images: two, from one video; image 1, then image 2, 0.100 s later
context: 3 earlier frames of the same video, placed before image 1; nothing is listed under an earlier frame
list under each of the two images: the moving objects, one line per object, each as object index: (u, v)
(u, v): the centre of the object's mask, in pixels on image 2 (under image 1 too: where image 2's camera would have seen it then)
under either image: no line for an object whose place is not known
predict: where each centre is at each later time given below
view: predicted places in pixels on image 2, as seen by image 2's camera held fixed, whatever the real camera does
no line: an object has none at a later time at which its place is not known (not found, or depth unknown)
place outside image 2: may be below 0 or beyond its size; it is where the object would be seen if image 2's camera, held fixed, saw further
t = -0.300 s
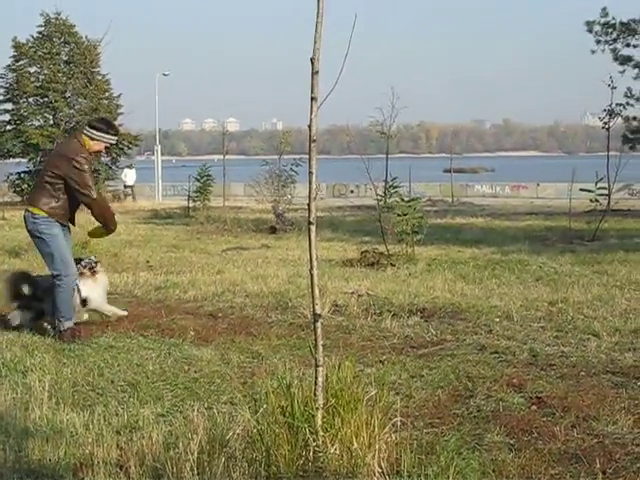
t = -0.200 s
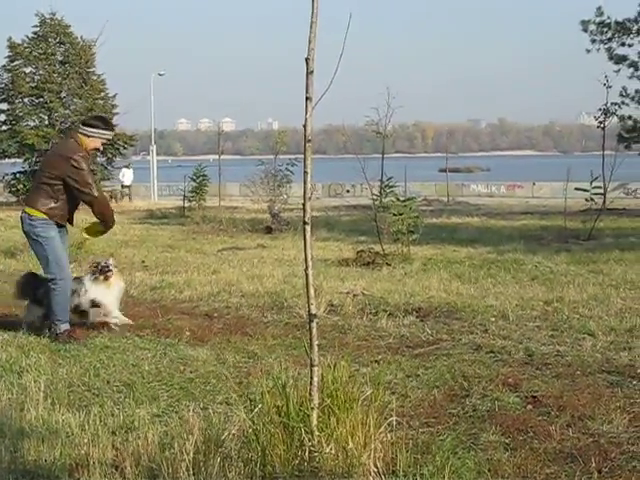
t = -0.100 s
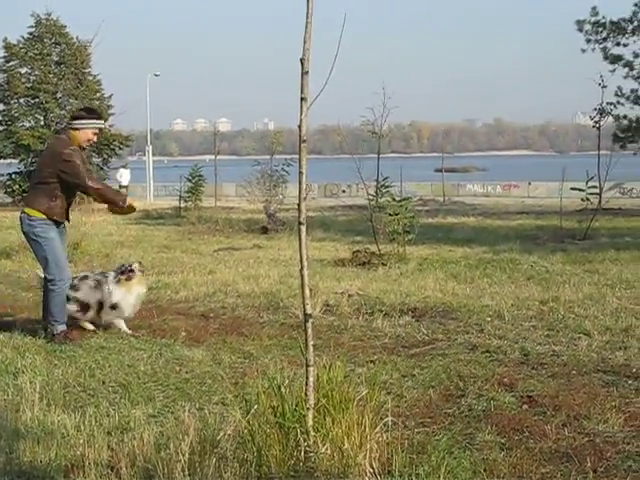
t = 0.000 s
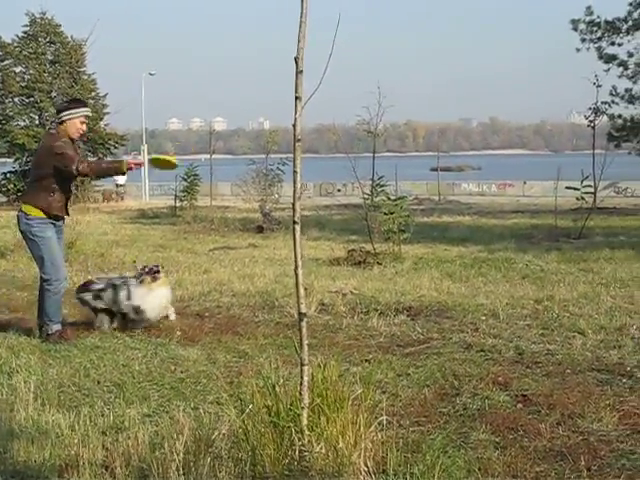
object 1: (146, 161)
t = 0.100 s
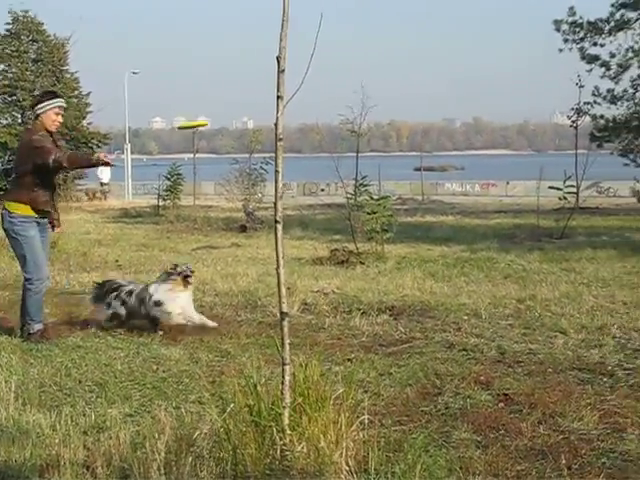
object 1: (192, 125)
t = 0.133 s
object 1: (210, 117)
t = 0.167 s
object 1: (229, 109)
